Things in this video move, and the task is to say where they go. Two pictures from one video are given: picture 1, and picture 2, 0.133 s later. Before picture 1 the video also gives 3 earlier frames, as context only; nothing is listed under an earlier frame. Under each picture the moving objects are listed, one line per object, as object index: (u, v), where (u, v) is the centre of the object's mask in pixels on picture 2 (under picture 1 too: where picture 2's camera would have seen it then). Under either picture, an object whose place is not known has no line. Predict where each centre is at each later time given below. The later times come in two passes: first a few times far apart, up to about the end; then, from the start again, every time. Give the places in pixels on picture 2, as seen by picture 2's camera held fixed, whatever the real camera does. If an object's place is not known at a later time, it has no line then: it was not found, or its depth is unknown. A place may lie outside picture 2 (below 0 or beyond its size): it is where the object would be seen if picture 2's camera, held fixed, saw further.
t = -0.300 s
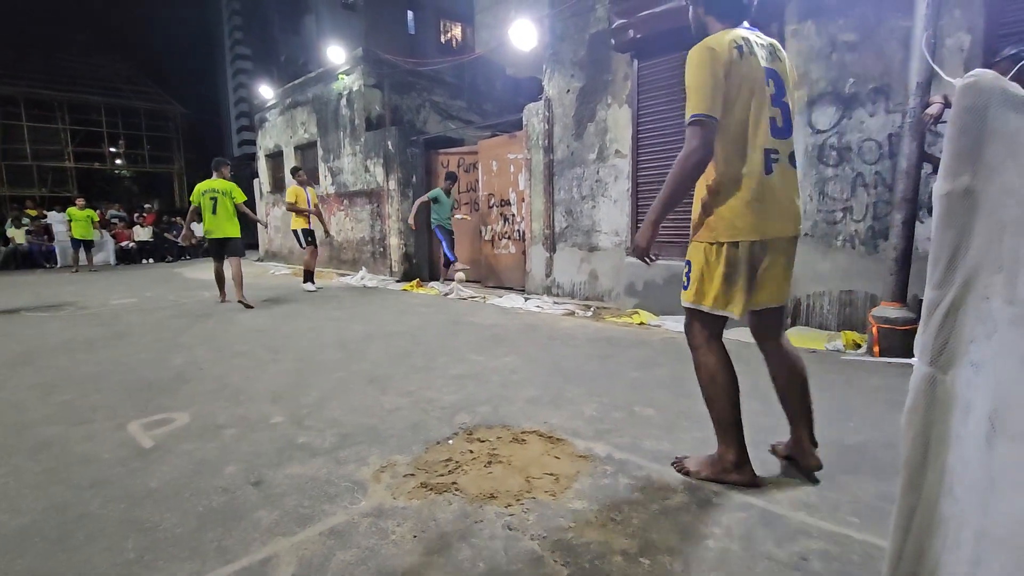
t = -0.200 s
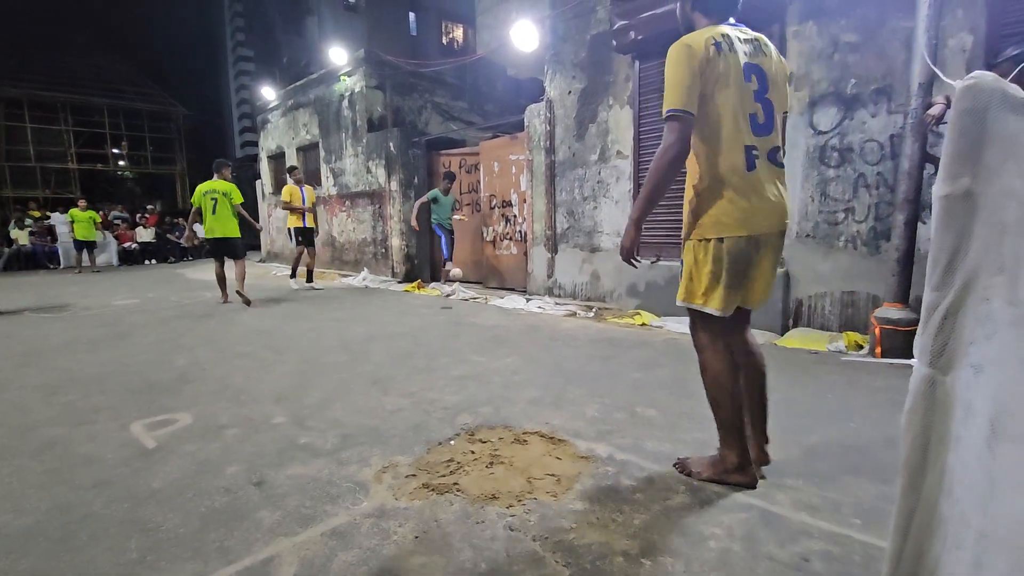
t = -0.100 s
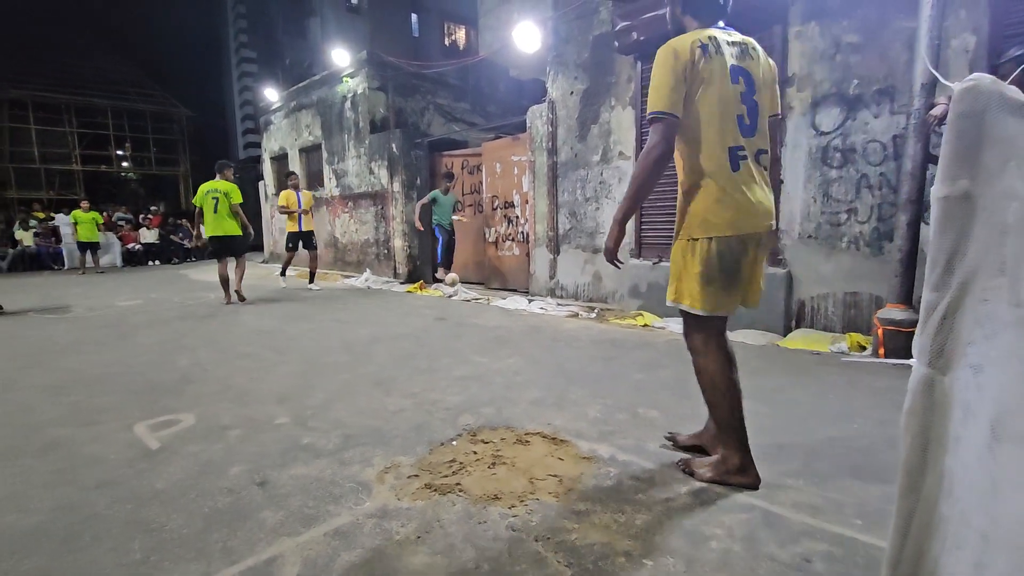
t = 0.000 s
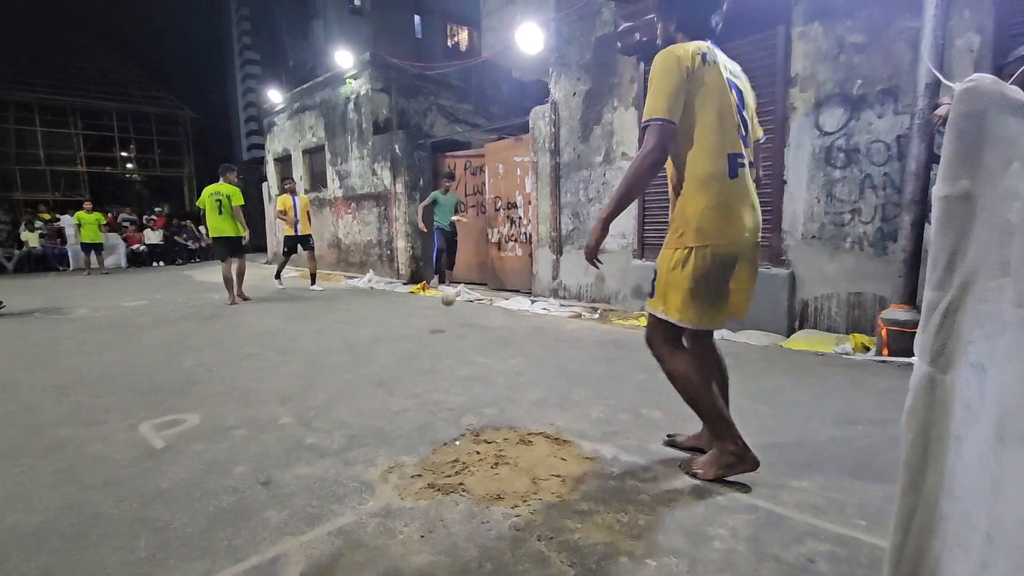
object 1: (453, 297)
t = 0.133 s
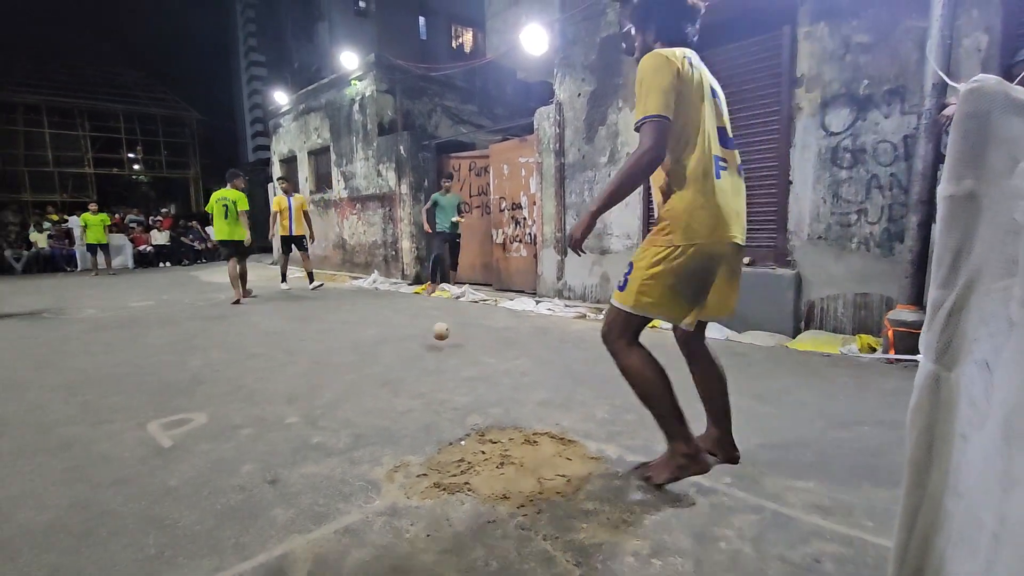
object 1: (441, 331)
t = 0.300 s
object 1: (418, 324)
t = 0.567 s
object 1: (359, 400)
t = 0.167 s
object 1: (437, 327)
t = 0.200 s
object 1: (432, 324)
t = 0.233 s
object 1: (428, 322)
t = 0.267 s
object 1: (423, 322)
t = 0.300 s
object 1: (418, 324)
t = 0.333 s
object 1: (413, 327)
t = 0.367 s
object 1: (407, 332)
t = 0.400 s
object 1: (401, 340)
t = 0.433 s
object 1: (394, 351)
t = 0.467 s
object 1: (387, 364)
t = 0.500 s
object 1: (379, 381)
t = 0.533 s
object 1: (371, 403)
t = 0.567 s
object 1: (359, 400)
